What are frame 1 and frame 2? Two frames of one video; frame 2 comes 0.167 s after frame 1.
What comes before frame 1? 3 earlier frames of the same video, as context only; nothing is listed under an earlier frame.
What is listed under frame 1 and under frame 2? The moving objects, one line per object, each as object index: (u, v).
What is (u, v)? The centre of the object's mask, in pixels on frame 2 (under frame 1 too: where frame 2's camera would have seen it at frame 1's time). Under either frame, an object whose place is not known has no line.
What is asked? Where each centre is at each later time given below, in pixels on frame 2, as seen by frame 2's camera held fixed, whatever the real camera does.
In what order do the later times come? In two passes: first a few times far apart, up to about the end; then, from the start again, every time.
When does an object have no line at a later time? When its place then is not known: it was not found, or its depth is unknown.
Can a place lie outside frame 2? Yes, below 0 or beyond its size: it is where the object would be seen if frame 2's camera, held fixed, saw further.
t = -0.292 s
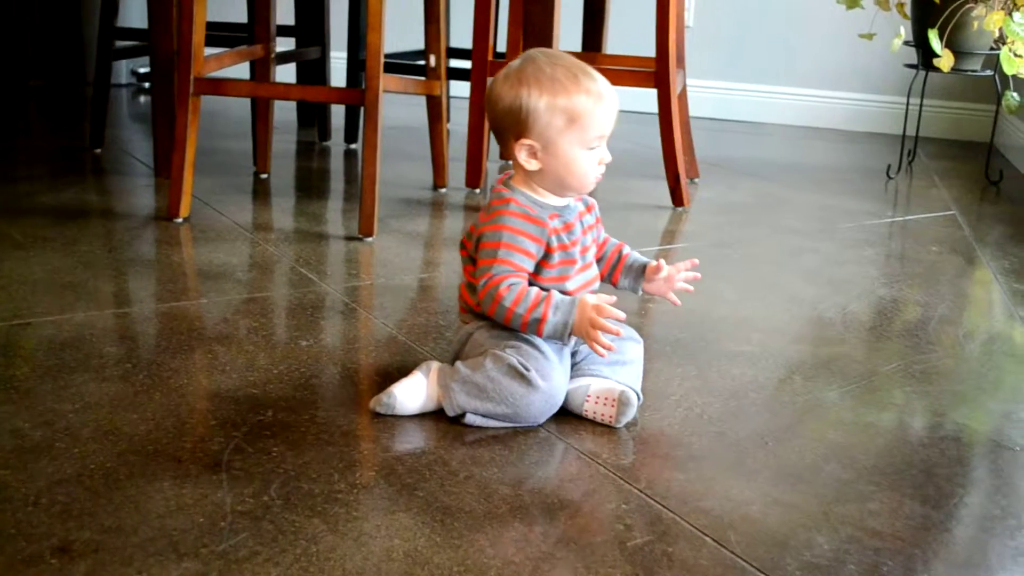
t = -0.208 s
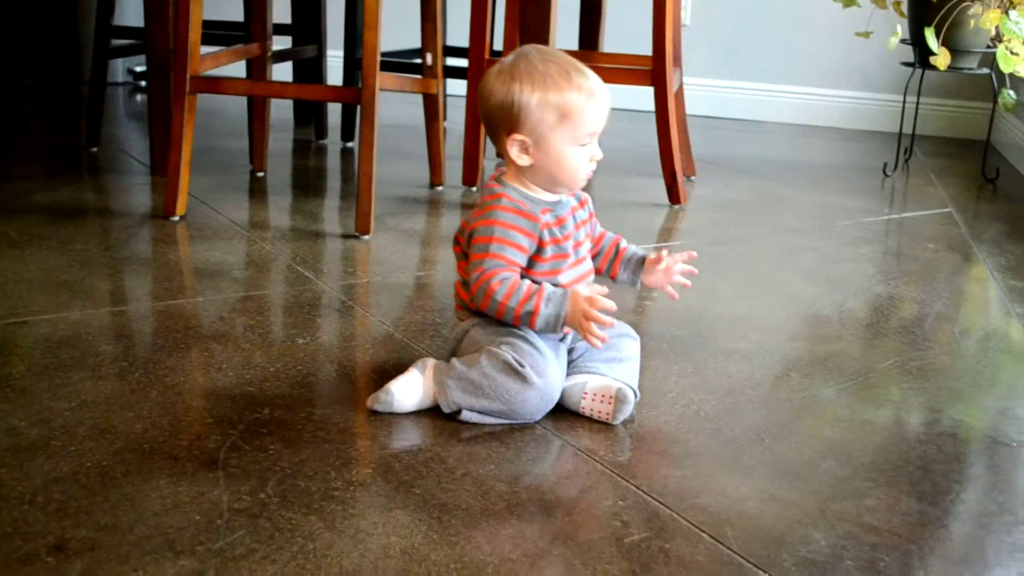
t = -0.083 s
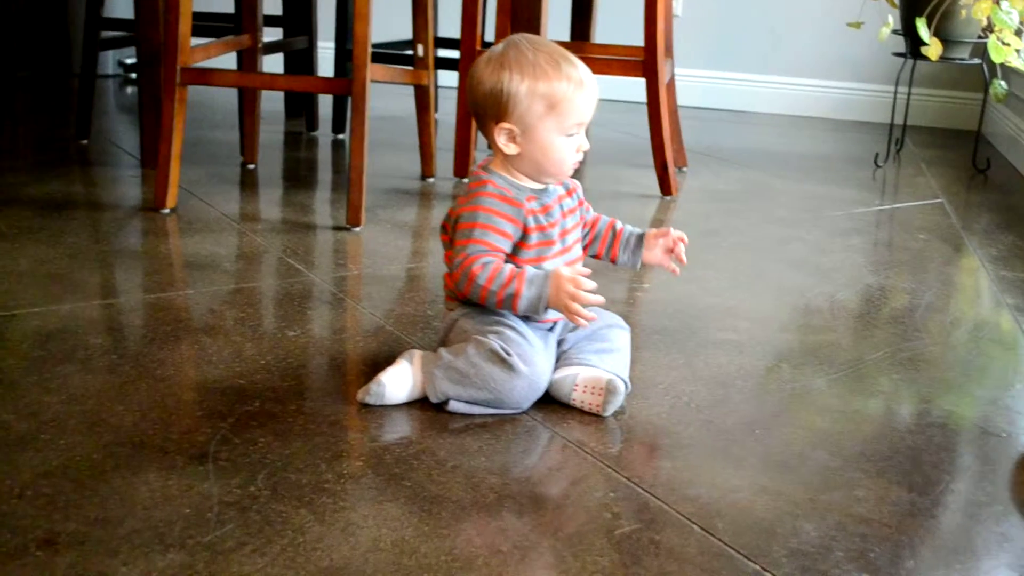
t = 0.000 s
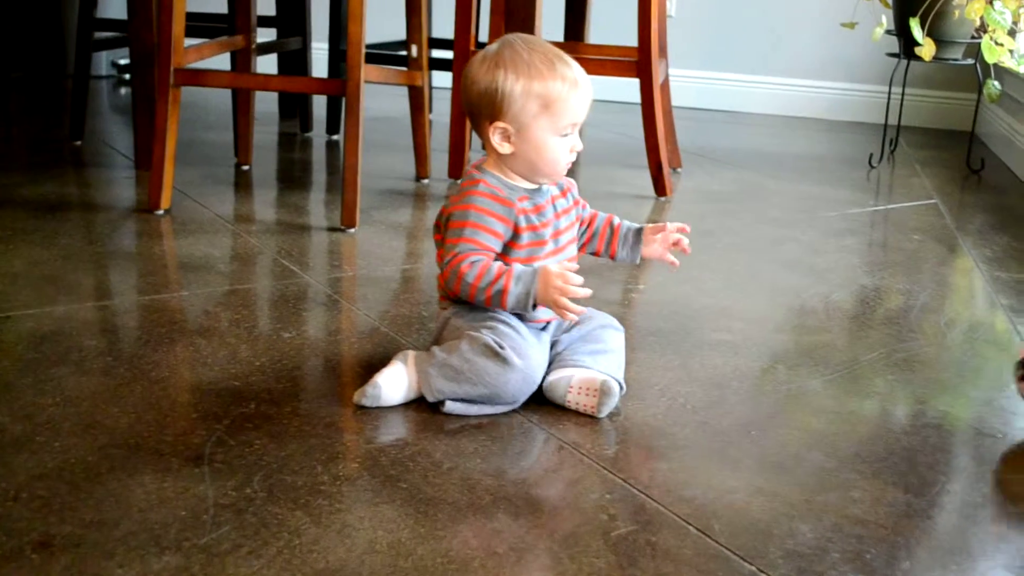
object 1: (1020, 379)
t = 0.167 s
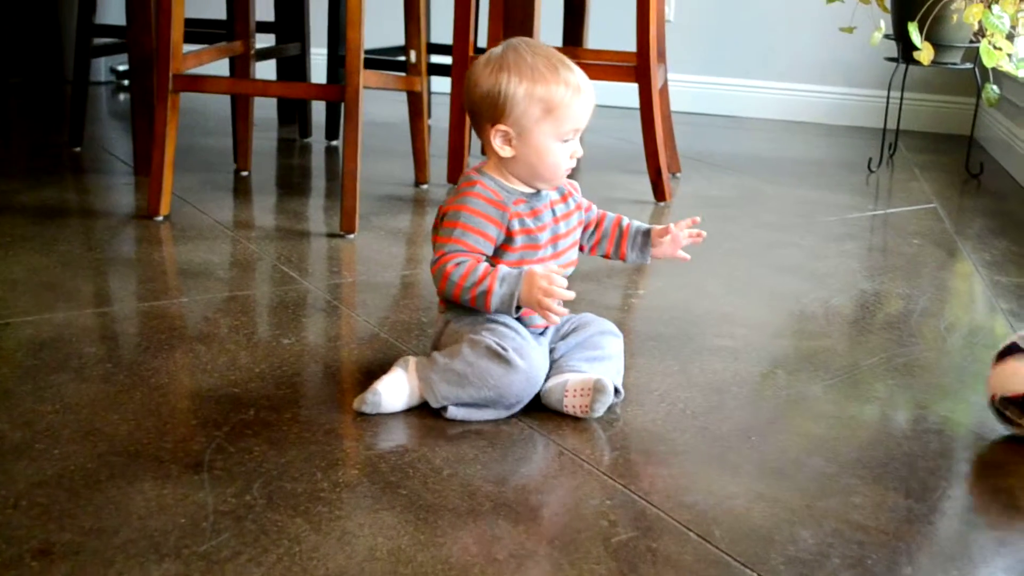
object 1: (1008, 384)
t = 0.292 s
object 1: (998, 384)
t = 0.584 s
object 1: (971, 386)
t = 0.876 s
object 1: (928, 384)
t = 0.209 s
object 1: (1005, 382)
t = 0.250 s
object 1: (1001, 385)
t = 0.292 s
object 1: (998, 384)
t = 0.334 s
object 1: (994, 384)
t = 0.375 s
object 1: (989, 386)
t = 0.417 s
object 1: (987, 386)
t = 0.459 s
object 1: (983, 386)
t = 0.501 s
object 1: (978, 386)
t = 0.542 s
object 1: (974, 386)
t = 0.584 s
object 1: (971, 386)
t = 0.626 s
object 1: (966, 386)
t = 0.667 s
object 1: (960, 385)
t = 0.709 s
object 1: (954, 385)
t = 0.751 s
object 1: (947, 384)
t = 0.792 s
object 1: (940, 384)
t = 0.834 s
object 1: (933, 384)
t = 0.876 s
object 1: (928, 384)
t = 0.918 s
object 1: (921, 384)
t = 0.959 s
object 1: (915, 384)
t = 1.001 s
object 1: (908, 384)
